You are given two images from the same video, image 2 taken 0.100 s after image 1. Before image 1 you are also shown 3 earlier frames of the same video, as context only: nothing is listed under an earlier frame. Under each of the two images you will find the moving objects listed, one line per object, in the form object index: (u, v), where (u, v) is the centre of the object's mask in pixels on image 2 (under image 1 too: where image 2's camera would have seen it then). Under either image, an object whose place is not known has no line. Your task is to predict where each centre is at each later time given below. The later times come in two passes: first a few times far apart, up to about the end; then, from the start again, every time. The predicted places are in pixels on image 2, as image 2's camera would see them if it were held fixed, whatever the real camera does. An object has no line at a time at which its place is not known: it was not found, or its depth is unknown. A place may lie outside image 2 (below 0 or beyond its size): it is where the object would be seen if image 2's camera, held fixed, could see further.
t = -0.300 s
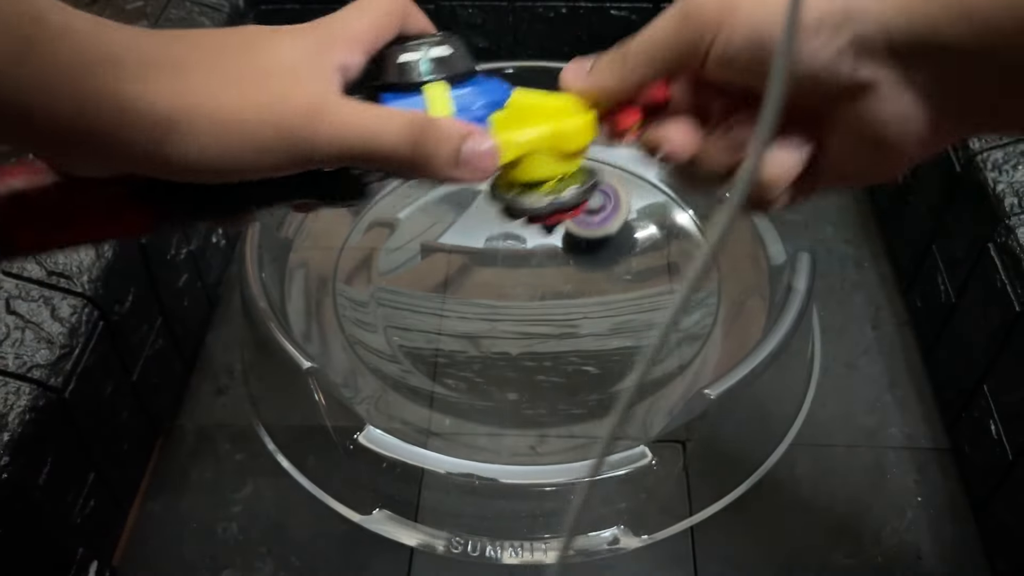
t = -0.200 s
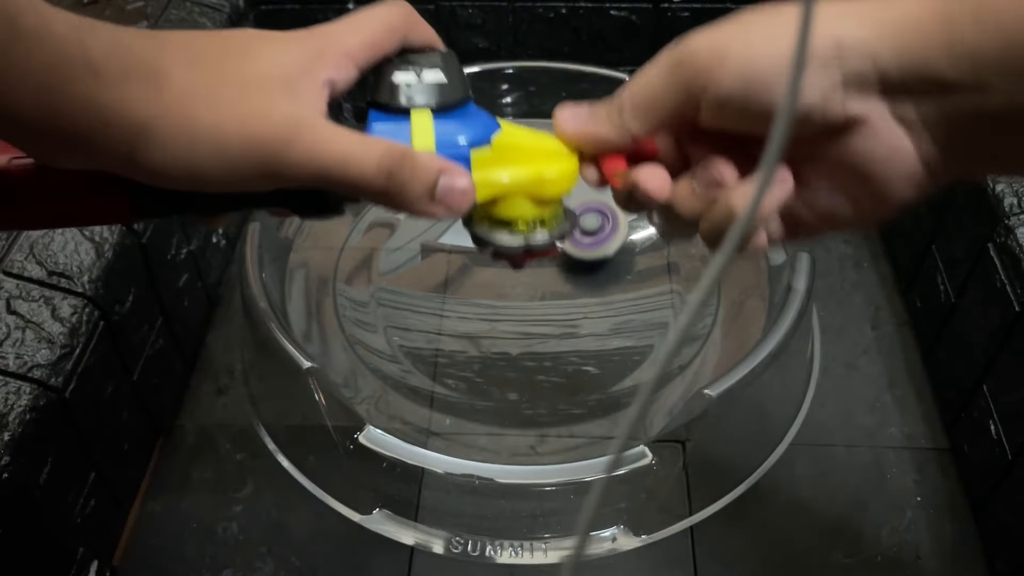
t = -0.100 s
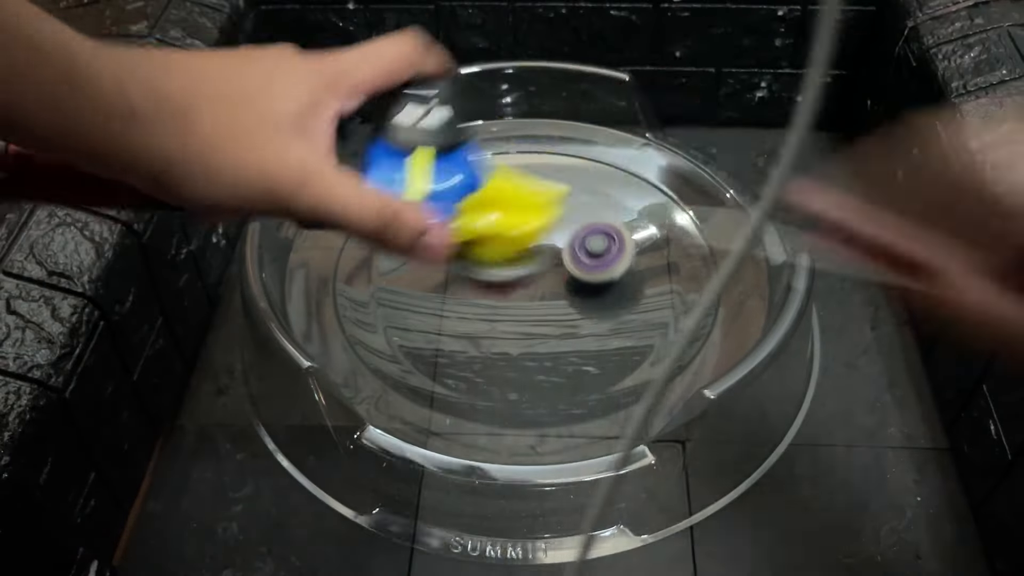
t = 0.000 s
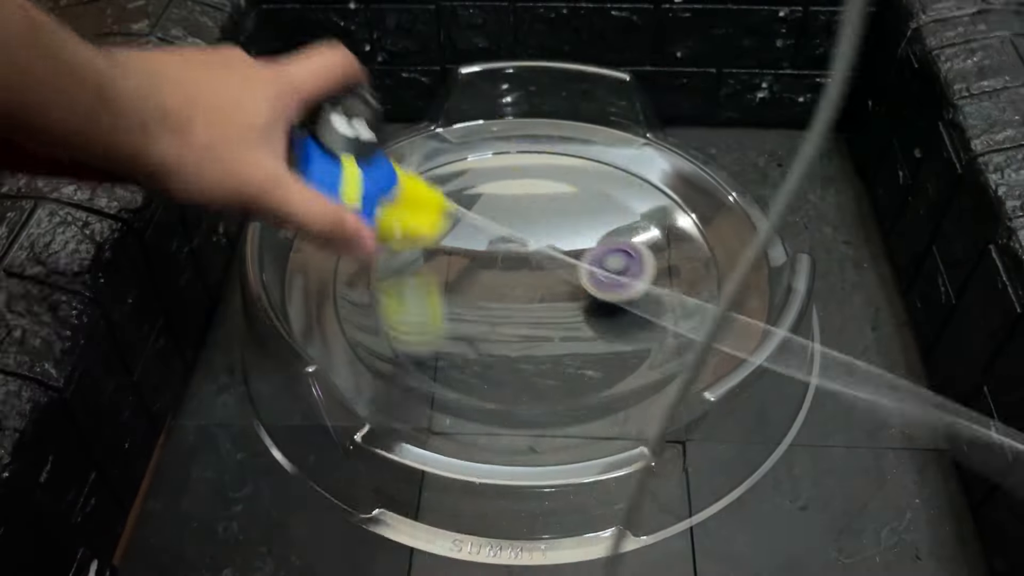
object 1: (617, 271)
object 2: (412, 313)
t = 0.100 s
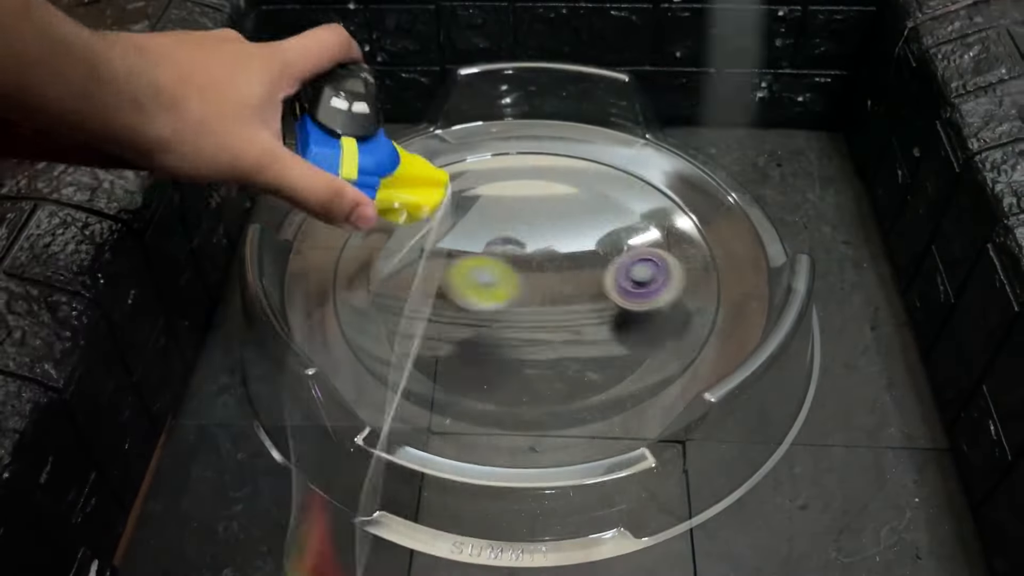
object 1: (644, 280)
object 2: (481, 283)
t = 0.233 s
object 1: (672, 280)
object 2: (582, 241)
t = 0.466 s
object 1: (658, 276)
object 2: (637, 147)
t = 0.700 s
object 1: (597, 293)
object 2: (551, 182)
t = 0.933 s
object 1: (564, 340)
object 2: (455, 266)
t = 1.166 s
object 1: (576, 364)
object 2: (521, 330)
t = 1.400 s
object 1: (595, 371)
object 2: (630, 258)
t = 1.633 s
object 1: (573, 346)
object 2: (635, 175)
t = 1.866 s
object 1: (503, 319)
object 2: (535, 187)
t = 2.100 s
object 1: (426, 322)
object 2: (512, 288)
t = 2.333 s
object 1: (419, 337)
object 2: (600, 367)
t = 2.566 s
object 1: (449, 323)
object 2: (672, 313)
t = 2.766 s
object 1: (454, 283)
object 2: (643, 231)
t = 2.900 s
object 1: (446, 255)
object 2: (574, 208)
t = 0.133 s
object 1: (654, 281)
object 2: (508, 285)
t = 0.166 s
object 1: (661, 281)
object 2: (528, 271)
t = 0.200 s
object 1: (667, 281)
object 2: (559, 251)
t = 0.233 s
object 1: (672, 280)
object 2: (582, 241)
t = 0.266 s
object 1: (674, 279)
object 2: (600, 219)
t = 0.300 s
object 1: (676, 278)
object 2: (614, 201)
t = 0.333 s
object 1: (675, 277)
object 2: (627, 186)
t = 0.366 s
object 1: (674, 276)
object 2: (637, 177)
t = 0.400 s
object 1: (670, 276)
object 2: (640, 166)
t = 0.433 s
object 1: (665, 276)
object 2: (639, 161)
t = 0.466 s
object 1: (658, 276)
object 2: (637, 147)
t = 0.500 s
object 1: (651, 276)
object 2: (630, 153)
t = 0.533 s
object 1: (642, 277)
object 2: (621, 154)
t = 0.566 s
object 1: (633, 279)
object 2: (611, 156)
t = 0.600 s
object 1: (624, 281)
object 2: (599, 162)
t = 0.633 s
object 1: (615, 284)
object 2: (584, 165)
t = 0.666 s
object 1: (606, 288)
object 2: (568, 173)
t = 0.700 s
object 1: (597, 293)
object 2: (551, 182)
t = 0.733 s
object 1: (589, 298)
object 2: (533, 193)
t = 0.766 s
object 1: (583, 305)
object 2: (515, 203)
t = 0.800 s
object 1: (578, 312)
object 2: (497, 214)
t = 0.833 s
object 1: (572, 319)
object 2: (483, 224)
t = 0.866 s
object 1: (568, 327)
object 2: (471, 238)
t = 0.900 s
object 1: (566, 334)
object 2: (461, 252)
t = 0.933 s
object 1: (564, 340)
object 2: (455, 266)
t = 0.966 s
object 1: (564, 346)
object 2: (454, 280)
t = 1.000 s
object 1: (565, 351)
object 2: (457, 291)
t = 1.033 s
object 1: (566, 355)
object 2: (463, 302)
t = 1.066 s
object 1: (568, 358)
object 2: (473, 313)
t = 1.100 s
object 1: (570, 360)
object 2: (487, 322)
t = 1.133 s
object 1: (572, 362)
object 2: (504, 329)
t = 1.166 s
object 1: (576, 364)
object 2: (521, 330)
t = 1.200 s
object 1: (582, 368)
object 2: (538, 325)
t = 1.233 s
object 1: (588, 371)
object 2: (556, 318)
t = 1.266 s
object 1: (592, 372)
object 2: (573, 310)
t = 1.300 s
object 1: (595, 373)
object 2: (589, 299)
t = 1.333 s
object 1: (596, 373)
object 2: (604, 286)
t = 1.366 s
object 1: (596, 373)
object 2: (618, 273)
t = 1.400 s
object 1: (595, 371)
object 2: (630, 258)
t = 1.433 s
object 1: (594, 369)
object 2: (639, 242)
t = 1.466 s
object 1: (591, 366)
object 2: (644, 231)
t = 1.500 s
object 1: (589, 363)
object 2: (647, 218)
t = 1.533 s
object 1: (587, 359)
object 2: (648, 203)
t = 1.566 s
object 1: (584, 355)
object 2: (645, 191)
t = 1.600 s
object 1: (579, 351)
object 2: (640, 180)
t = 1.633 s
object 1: (573, 346)
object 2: (635, 175)
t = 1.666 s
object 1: (565, 342)
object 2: (624, 171)
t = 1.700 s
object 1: (557, 337)
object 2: (609, 171)
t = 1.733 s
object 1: (548, 333)
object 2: (593, 170)
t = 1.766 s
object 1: (538, 329)
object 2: (578, 173)
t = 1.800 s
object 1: (527, 326)
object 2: (563, 176)
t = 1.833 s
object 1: (515, 322)
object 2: (549, 181)
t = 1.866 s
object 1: (503, 319)
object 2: (535, 187)
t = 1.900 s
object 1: (491, 317)
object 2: (524, 196)
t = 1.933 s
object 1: (478, 316)
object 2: (513, 206)
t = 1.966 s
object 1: (467, 315)
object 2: (508, 223)
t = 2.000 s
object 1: (455, 315)
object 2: (504, 236)
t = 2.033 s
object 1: (444, 316)
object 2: (504, 251)
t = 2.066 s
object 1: (435, 318)
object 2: (506, 274)
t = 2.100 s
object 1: (426, 322)
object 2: (512, 288)
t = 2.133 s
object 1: (419, 324)
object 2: (519, 306)
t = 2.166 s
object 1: (414, 326)
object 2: (529, 323)
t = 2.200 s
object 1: (412, 329)
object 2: (541, 337)
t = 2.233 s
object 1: (412, 331)
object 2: (555, 350)
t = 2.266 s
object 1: (413, 334)
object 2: (570, 359)
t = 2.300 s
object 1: (416, 335)
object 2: (586, 364)
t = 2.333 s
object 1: (419, 337)
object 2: (600, 367)
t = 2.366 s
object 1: (424, 337)
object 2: (611, 365)
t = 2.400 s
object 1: (428, 337)
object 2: (629, 363)
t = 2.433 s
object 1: (434, 336)
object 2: (642, 358)
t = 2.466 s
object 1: (439, 334)
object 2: (653, 349)
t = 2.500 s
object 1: (442, 331)
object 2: (662, 339)
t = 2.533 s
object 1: (446, 327)
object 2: (669, 327)
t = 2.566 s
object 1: (449, 323)
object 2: (672, 313)
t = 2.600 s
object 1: (451, 318)
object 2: (673, 303)
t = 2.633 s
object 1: (453, 313)
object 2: (672, 292)
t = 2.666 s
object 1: (455, 306)
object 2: (669, 280)
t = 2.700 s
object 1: (455, 300)
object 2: (663, 258)
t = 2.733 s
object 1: (454, 290)
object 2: (653, 244)
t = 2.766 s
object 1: (454, 283)
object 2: (643, 231)
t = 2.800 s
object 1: (454, 277)
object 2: (631, 219)
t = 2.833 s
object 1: (452, 270)
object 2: (614, 213)
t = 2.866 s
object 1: (449, 262)
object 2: (595, 209)
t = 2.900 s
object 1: (446, 255)
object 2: (574, 208)
